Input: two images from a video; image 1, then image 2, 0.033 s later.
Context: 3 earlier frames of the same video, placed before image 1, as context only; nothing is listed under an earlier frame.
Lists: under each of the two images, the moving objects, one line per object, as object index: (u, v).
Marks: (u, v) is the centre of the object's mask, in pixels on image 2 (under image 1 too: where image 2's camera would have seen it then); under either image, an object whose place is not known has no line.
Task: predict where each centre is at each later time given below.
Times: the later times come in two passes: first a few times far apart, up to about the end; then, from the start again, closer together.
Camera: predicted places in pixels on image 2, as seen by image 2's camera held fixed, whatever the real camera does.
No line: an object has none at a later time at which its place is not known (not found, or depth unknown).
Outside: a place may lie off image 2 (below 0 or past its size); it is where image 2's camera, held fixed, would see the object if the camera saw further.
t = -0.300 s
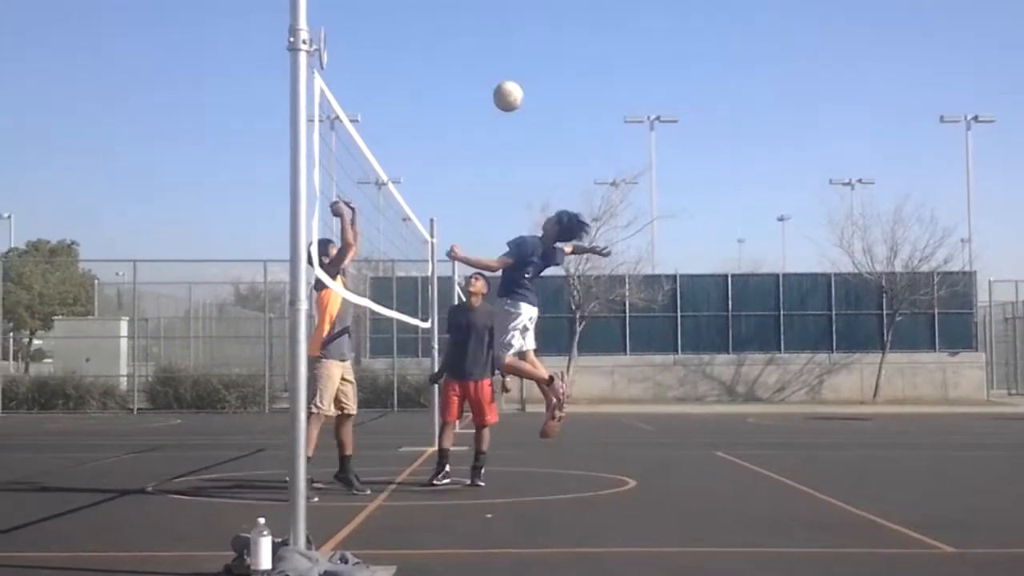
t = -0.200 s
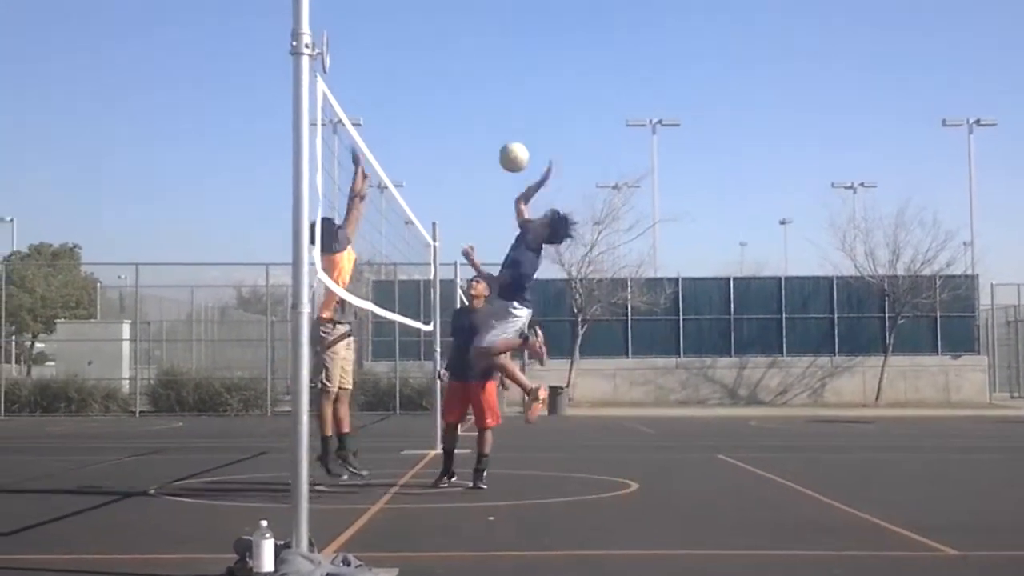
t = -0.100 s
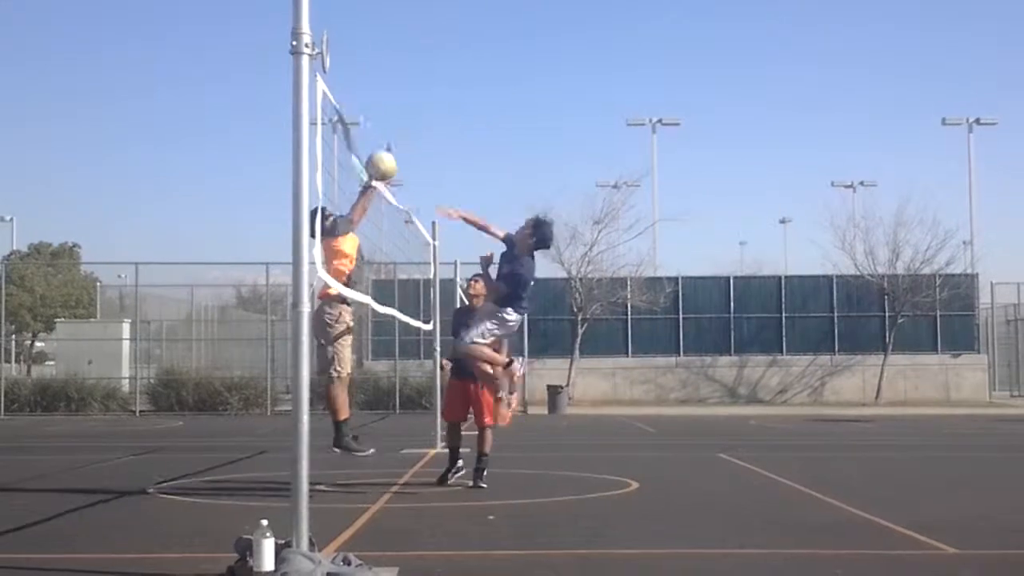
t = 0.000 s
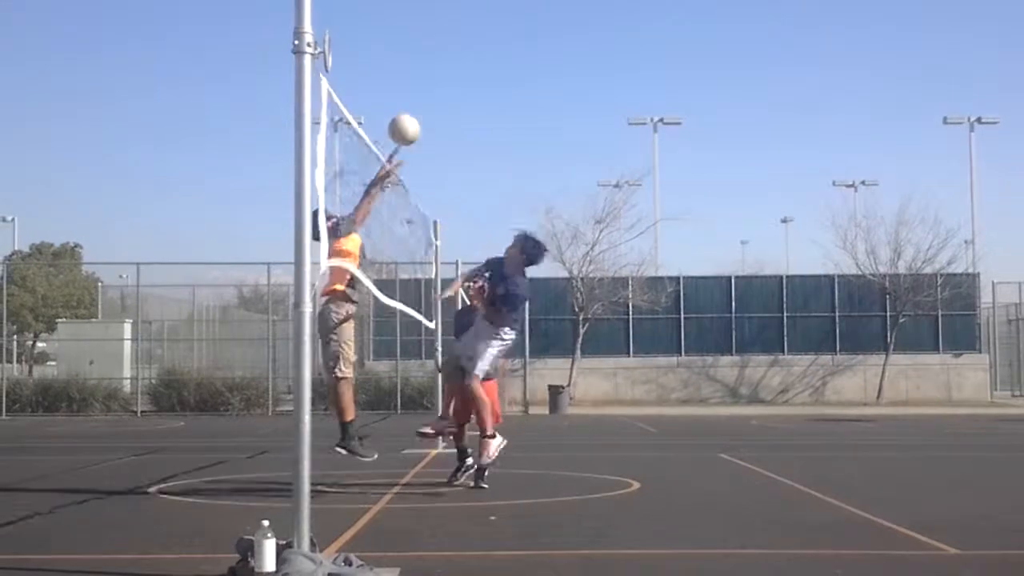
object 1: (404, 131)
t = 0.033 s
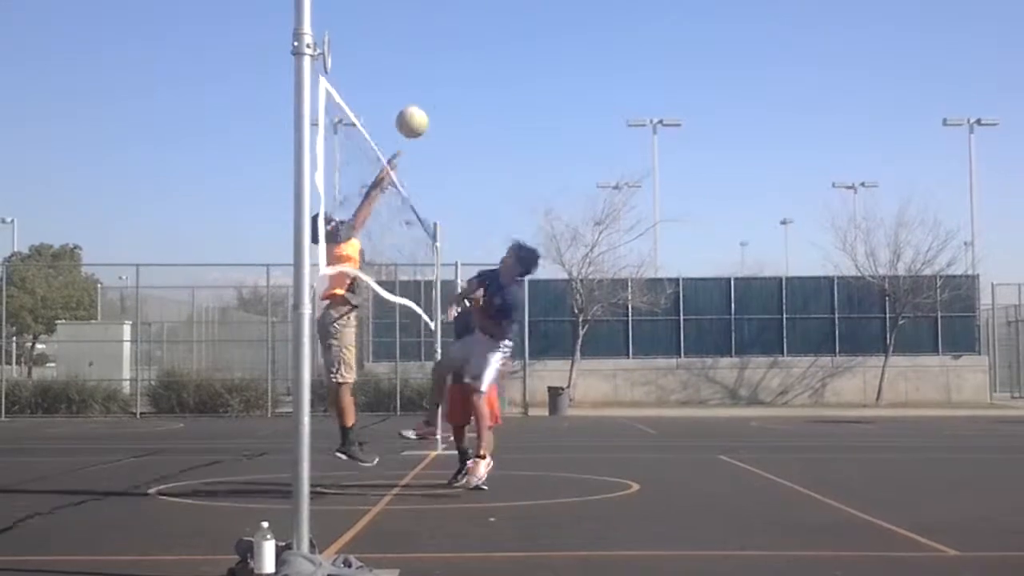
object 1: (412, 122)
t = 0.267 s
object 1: (465, 101)
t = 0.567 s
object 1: (539, 201)
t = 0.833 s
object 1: (617, 445)
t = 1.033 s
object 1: (622, 402)
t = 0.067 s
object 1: (419, 115)
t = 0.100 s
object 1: (426, 108)
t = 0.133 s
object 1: (433, 104)
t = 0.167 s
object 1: (442, 101)
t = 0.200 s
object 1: (450, 99)
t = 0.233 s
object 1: (457, 99)
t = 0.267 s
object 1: (465, 101)
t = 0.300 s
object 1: (473, 105)
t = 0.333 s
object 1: (481, 110)
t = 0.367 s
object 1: (489, 118)
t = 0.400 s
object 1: (496, 127)
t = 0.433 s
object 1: (505, 137)
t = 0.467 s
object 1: (512, 150)
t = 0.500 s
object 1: (521, 165)
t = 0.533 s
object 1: (530, 182)
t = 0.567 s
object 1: (539, 201)
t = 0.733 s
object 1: (584, 333)
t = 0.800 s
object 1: (606, 405)
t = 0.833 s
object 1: (617, 445)
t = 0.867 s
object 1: (629, 489)
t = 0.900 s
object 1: (636, 516)
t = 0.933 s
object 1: (632, 485)
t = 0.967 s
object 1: (631, 455)
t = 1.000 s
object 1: (627, 427)
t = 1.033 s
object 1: (622, 402)
